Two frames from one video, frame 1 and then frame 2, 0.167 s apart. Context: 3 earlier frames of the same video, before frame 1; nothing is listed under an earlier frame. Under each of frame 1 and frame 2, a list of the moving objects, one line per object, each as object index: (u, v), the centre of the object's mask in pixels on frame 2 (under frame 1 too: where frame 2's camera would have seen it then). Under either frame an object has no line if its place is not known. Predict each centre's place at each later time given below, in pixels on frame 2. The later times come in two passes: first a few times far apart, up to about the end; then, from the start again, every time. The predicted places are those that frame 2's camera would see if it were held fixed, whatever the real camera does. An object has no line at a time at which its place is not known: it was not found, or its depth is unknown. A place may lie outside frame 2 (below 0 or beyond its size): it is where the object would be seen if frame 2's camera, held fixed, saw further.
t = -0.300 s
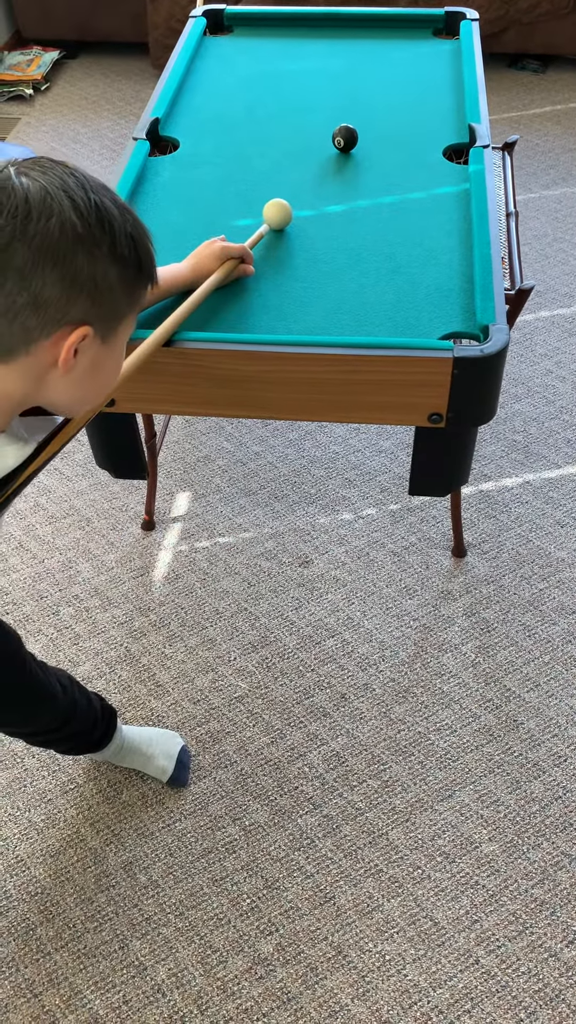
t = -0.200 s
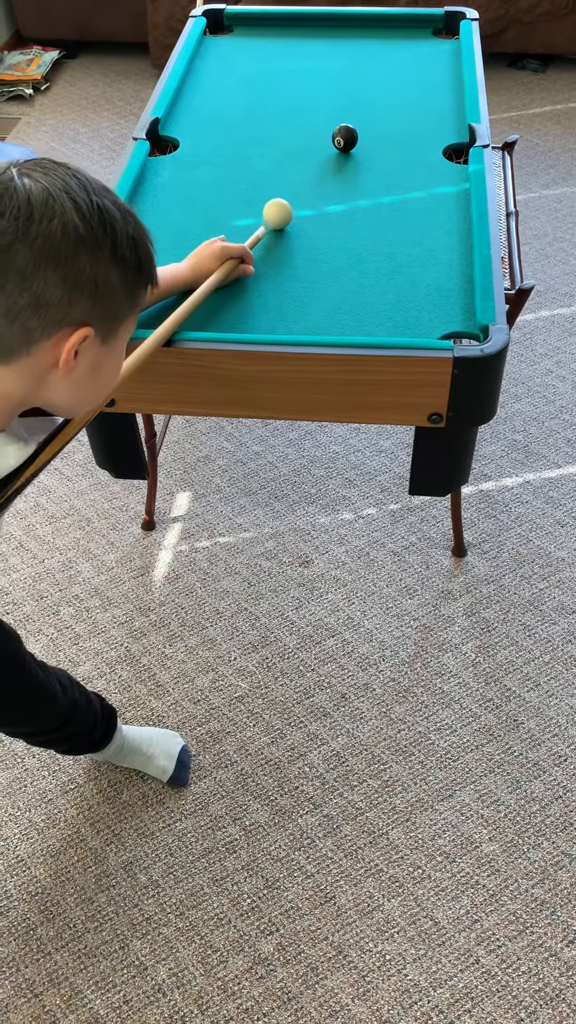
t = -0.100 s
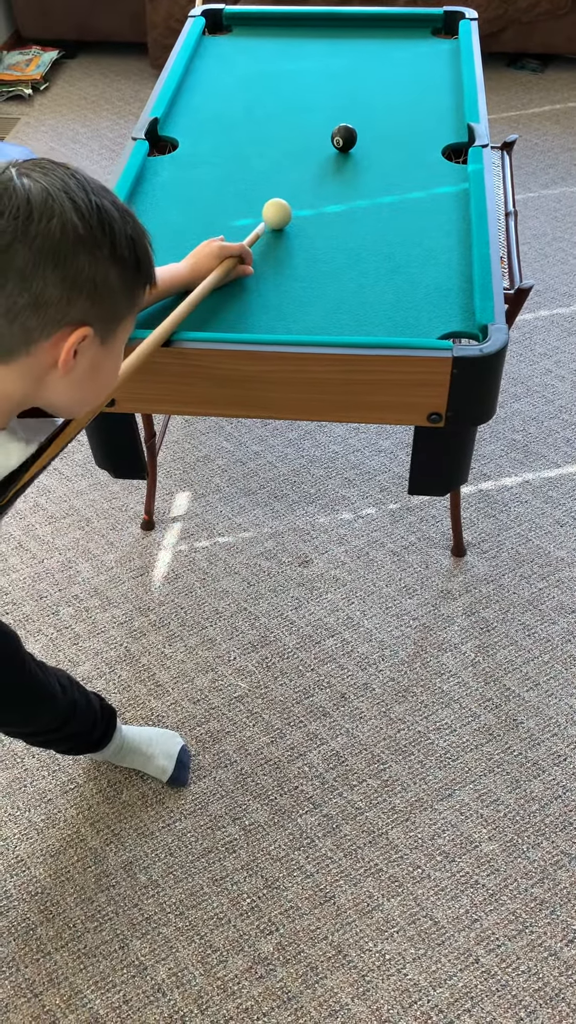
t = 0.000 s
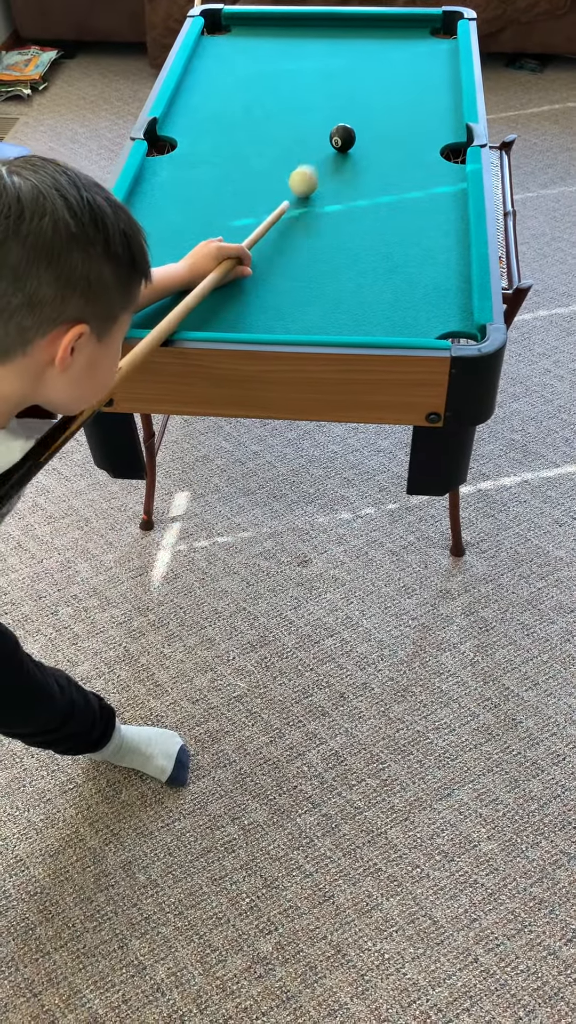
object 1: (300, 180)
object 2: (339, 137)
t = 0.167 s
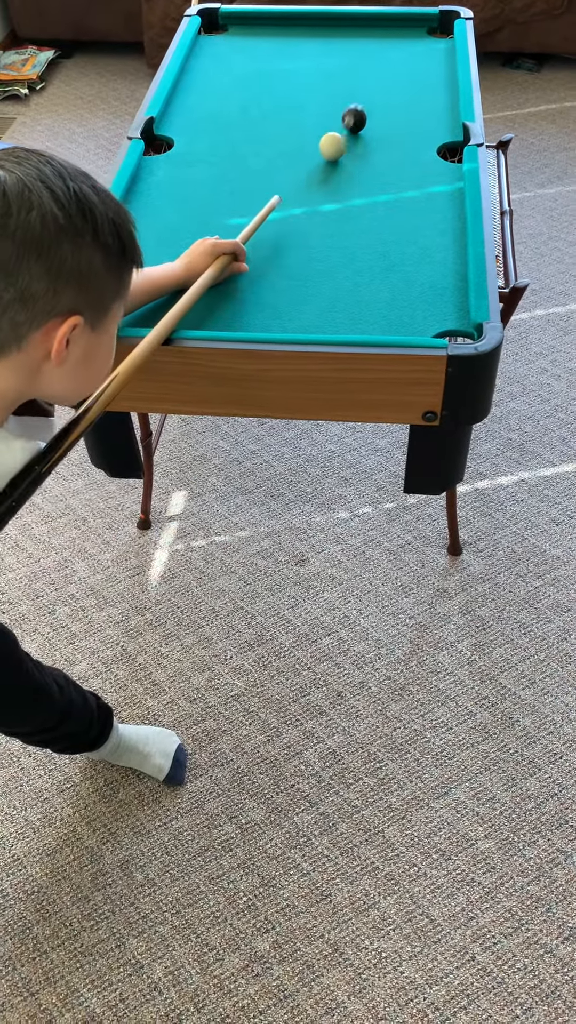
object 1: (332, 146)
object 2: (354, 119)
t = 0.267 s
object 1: (339, 140)
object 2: (370, 101)
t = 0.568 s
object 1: (359, 124)
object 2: (407, 58)
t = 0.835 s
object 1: (373, 114)
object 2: (434, 27)
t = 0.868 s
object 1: (374, 113)
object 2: (438, 25)
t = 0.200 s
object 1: (334, 145)
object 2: (360, 112)
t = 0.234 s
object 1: (337, 143)
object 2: (365, 106)
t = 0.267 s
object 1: (339, 140)
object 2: (370, 101)
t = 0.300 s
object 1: (342, 138)
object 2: (375, 96)
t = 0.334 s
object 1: (344, 137)
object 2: (379, 90)
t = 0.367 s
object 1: (346, 134)
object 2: (383, 85)
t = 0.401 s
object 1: (349, 132)
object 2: (387, 80)
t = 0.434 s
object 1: (351, 131)
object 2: (392, 76)
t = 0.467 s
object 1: (353, 129)
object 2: (396, 71)
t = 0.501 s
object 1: (355, 127)
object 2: (400, 66)
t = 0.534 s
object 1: (357, 126)
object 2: (403, 62)
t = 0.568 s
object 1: (359, 124)
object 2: (407, 58)
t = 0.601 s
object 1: (361, 123)
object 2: (411, 54)
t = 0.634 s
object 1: (363, 121)
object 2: (414, 49)
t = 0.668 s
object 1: (365, 120)
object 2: (418, 45)
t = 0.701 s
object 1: (366, 118)
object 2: (421, 41)
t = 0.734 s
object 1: (368, 117)
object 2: (424, 37)
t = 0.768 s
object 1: (370, 116)
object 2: (428, 34)
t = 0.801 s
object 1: (371, 115)
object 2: (430, 30)
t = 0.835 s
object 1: (373, 114)
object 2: (434, 27)
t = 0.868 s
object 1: (374, 113)
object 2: (438, 25)
